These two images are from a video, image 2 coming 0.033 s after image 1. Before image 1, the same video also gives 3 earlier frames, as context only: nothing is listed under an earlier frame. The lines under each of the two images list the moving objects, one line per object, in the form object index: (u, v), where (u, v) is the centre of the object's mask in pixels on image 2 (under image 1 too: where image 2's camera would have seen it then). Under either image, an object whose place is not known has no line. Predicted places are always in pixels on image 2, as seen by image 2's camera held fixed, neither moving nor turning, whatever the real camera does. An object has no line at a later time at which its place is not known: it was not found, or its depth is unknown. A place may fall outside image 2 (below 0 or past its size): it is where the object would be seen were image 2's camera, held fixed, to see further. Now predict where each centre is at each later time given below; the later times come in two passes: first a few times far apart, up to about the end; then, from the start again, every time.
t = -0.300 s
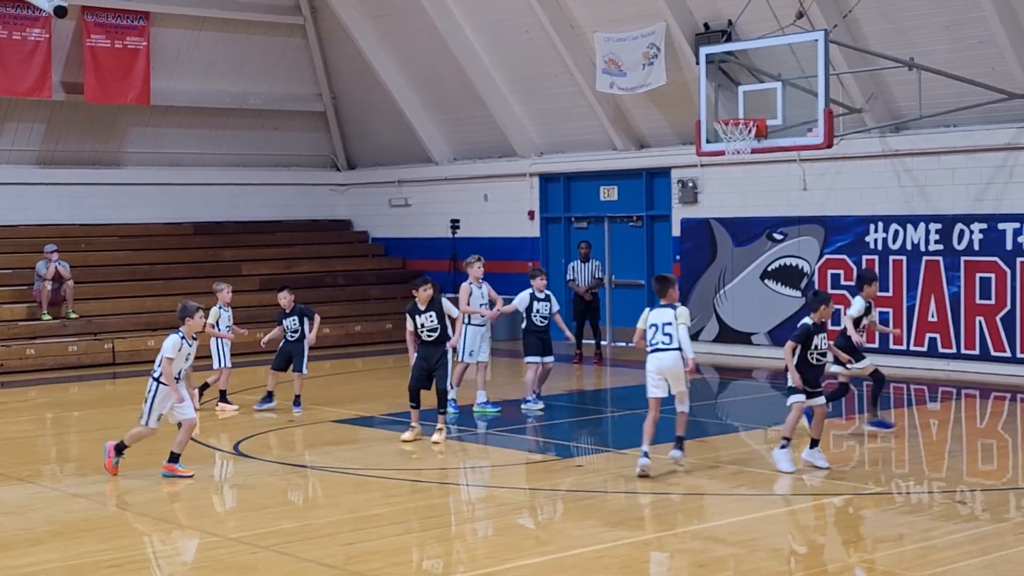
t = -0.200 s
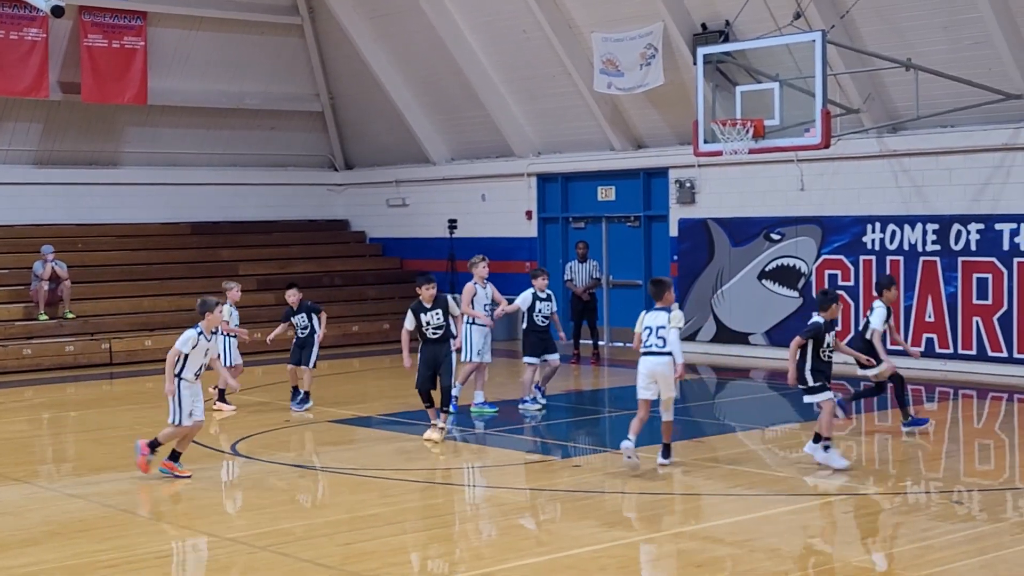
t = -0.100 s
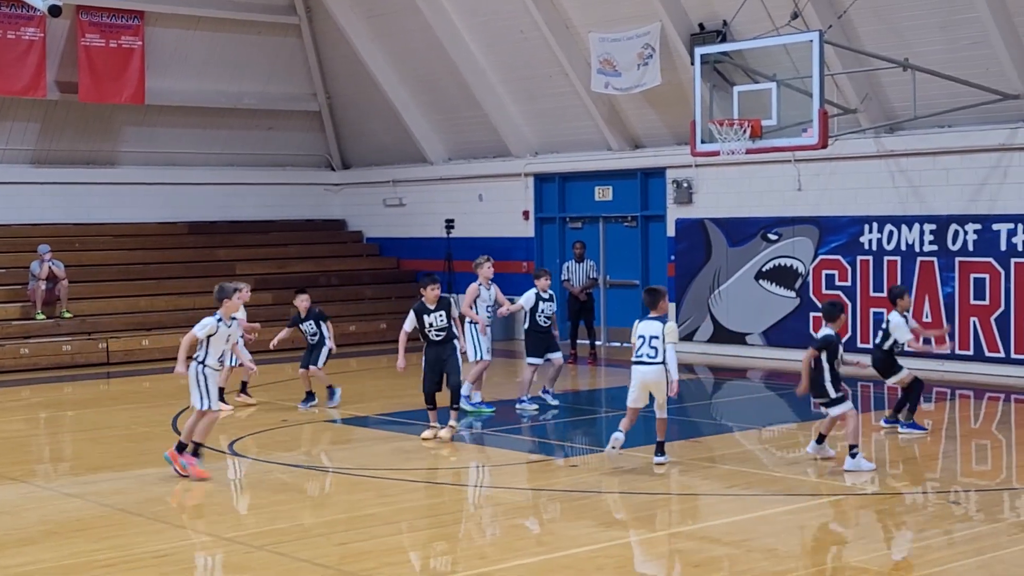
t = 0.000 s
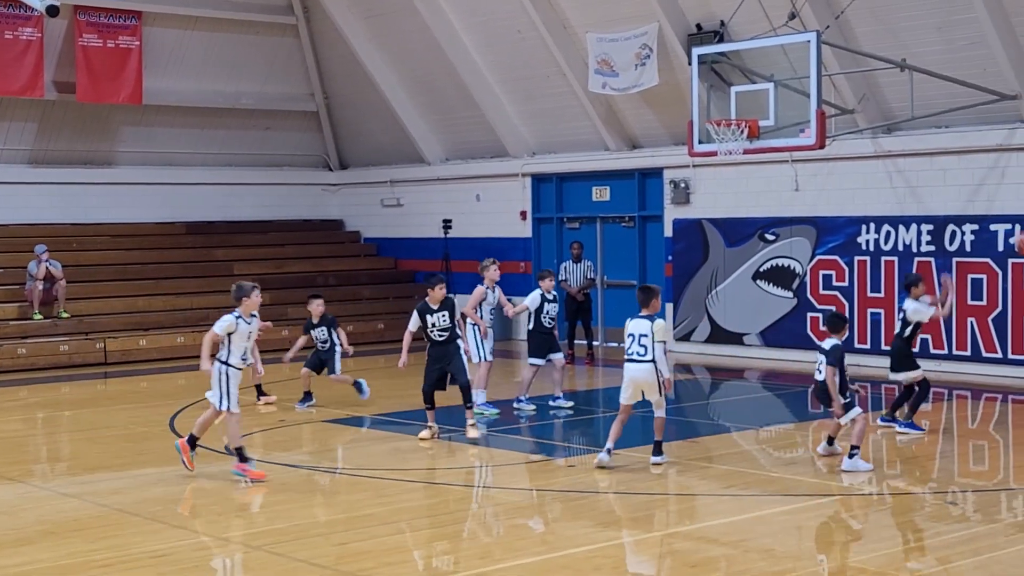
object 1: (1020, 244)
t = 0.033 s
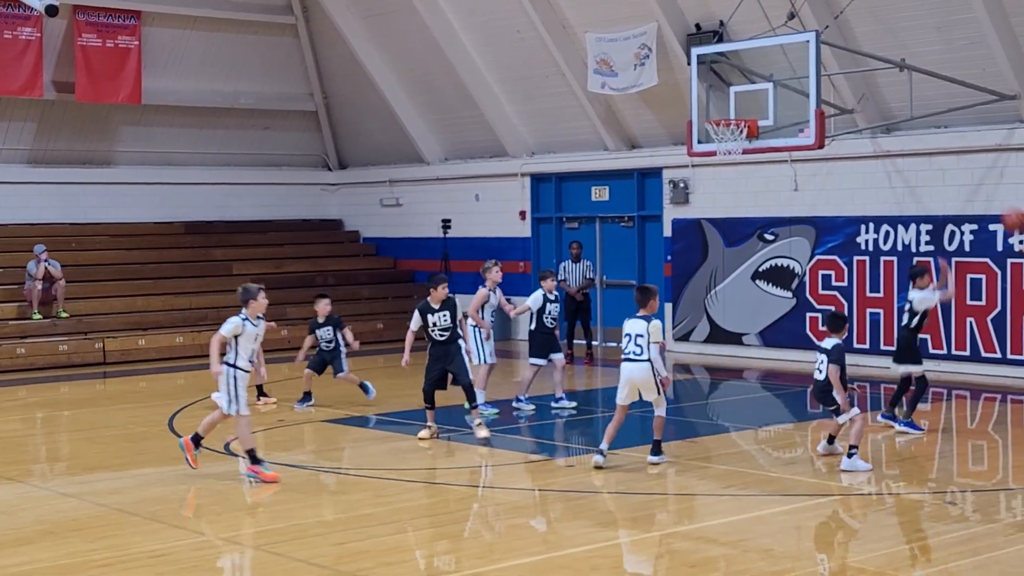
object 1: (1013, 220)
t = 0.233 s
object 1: (940, 114)
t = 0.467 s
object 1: (864, 50)
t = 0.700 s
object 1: (796, 45)
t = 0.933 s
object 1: (735, 87)
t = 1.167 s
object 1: (690, 114)
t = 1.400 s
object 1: (653, 150)
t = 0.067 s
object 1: (1001, 198)
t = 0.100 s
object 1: (988, 178)
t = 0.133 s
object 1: (976, 160)
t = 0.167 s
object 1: (964, 144)
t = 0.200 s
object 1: (952, 128)
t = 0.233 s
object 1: (940, 114)
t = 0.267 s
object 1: (928, 101)
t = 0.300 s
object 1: (917, 89)
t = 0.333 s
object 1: (906, 79)
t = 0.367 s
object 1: (895, 70)
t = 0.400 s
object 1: (885, 62)
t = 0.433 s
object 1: (874, 56)
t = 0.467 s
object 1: (864, 50)
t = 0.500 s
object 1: (854, 46)
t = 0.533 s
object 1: (844, 44)
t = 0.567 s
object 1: (834, 41)
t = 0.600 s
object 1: (825, 40)
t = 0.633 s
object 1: (815, 41)
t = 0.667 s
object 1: (805, 42)
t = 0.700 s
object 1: (796, 45)
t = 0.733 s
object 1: (787, 48)
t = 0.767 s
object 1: (778, 52)
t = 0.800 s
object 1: (769, 57)
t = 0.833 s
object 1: (761, 63)
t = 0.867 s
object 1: (752, 70)
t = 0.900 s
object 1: (743, 78)
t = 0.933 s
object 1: (735, 87)
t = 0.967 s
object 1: (727, 97)
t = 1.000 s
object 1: (718, 107)
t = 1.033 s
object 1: (712, 112)
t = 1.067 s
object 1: (707, 112)
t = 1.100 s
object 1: (701, 112)
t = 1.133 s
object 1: (696, 113)
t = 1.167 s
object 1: (690, 114)
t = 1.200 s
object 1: (685, 117)
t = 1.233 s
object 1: (679, 121)
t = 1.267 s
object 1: (674, 125)
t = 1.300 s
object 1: (668, 130)
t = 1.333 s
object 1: (663, 136)
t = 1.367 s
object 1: (658, 143)
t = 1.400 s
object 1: (653, 150)
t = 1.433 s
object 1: (648, 160)
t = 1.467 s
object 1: (643, 169)
